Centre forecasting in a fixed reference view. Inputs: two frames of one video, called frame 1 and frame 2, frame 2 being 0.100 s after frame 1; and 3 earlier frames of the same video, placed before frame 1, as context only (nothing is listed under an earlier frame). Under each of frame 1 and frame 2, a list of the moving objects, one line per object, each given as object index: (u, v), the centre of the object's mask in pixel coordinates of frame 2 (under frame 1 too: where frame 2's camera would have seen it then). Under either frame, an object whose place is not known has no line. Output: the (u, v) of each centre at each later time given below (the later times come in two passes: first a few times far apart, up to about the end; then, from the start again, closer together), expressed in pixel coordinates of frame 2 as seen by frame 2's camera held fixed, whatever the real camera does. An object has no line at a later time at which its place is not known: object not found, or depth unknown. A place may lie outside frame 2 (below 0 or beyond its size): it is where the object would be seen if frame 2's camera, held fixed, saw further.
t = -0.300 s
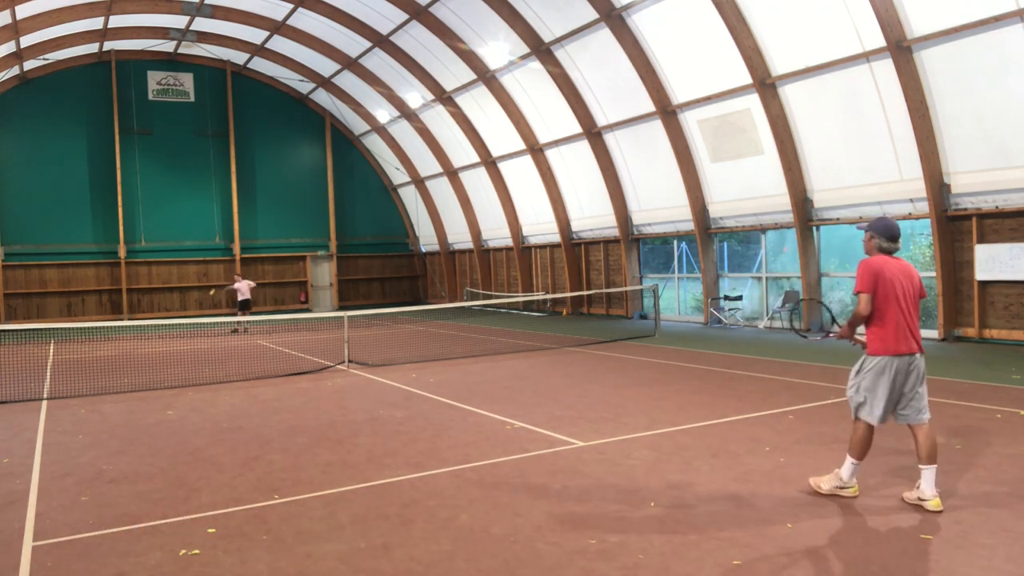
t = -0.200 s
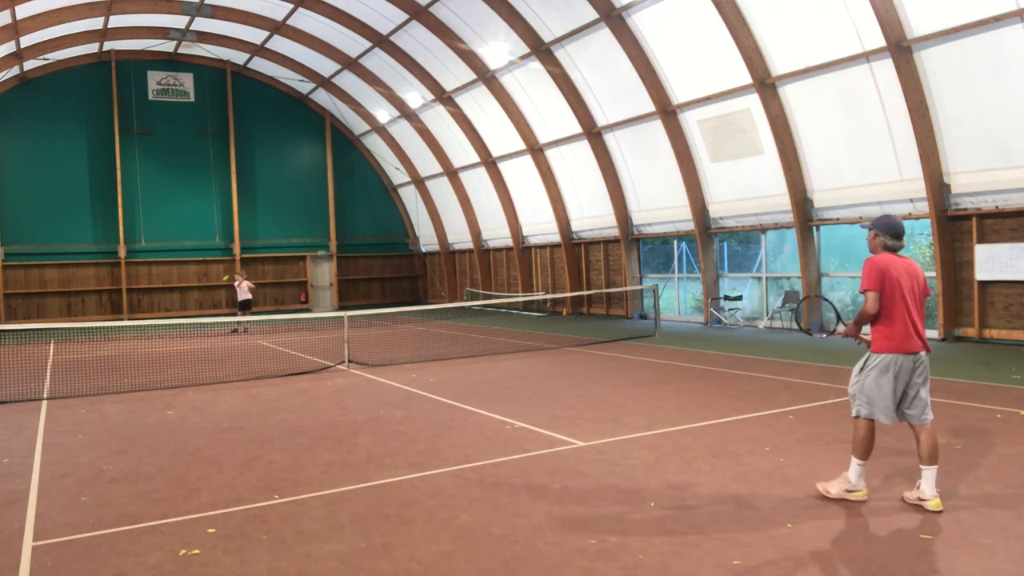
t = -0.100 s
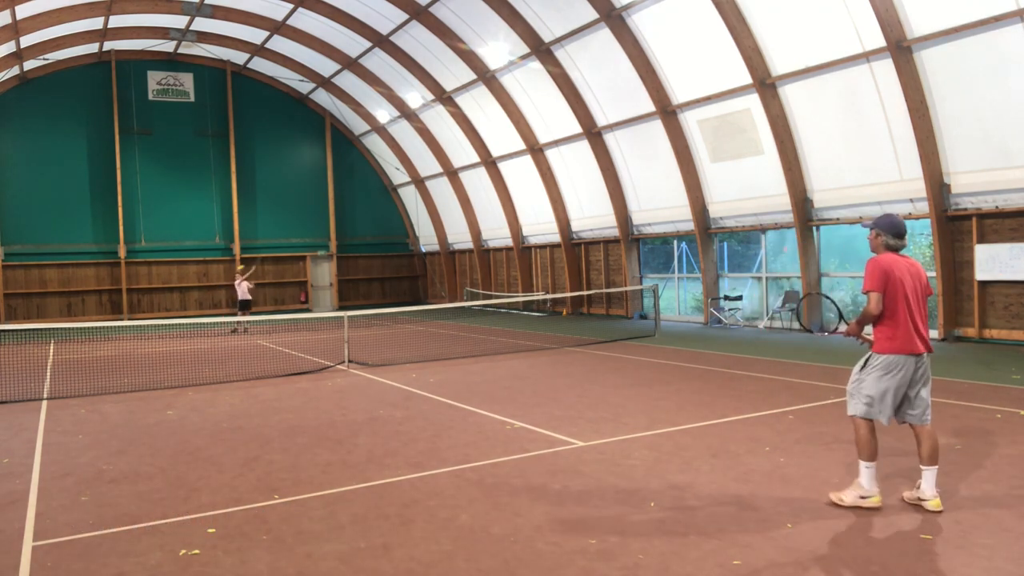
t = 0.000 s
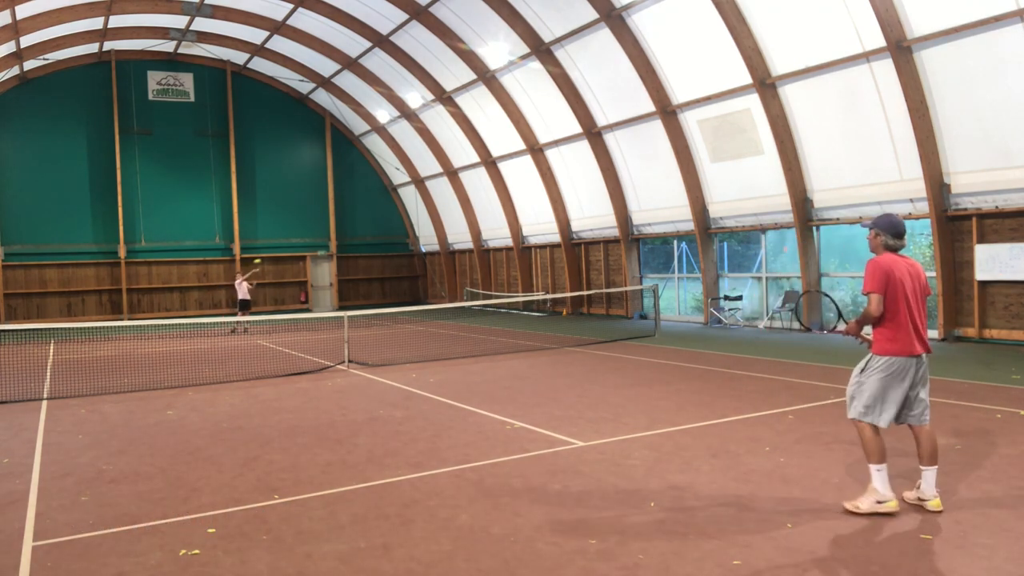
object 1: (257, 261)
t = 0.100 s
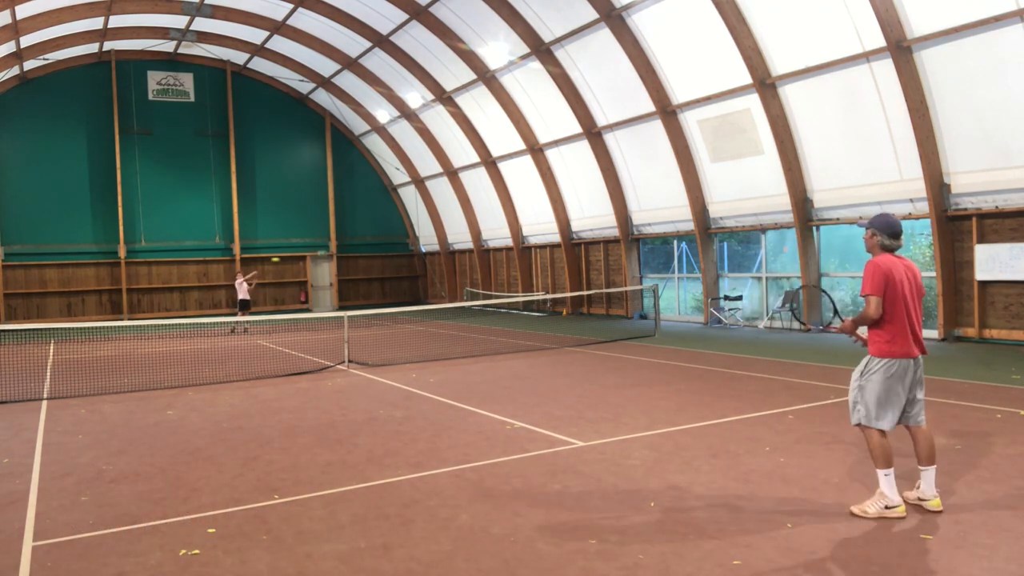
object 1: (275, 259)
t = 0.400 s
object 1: (343, 293)
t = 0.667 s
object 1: (425, 382)
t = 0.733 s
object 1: (441, 362)
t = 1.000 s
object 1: (526, 308)
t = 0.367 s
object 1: (335, 286)
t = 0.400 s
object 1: (343, 293)
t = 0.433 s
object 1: (352, 301)
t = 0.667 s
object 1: (425, 382)
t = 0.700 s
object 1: (433, 373)
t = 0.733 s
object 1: (441, 362)
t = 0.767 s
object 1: (451, 353)
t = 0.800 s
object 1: (460, 344)
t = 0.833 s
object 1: (470, 336)
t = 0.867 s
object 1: (480, 328)
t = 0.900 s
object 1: (491, 322)
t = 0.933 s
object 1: (502, 317)
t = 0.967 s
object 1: (512, 313)
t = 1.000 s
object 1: (526, 308)
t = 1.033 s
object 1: (538, 306)
